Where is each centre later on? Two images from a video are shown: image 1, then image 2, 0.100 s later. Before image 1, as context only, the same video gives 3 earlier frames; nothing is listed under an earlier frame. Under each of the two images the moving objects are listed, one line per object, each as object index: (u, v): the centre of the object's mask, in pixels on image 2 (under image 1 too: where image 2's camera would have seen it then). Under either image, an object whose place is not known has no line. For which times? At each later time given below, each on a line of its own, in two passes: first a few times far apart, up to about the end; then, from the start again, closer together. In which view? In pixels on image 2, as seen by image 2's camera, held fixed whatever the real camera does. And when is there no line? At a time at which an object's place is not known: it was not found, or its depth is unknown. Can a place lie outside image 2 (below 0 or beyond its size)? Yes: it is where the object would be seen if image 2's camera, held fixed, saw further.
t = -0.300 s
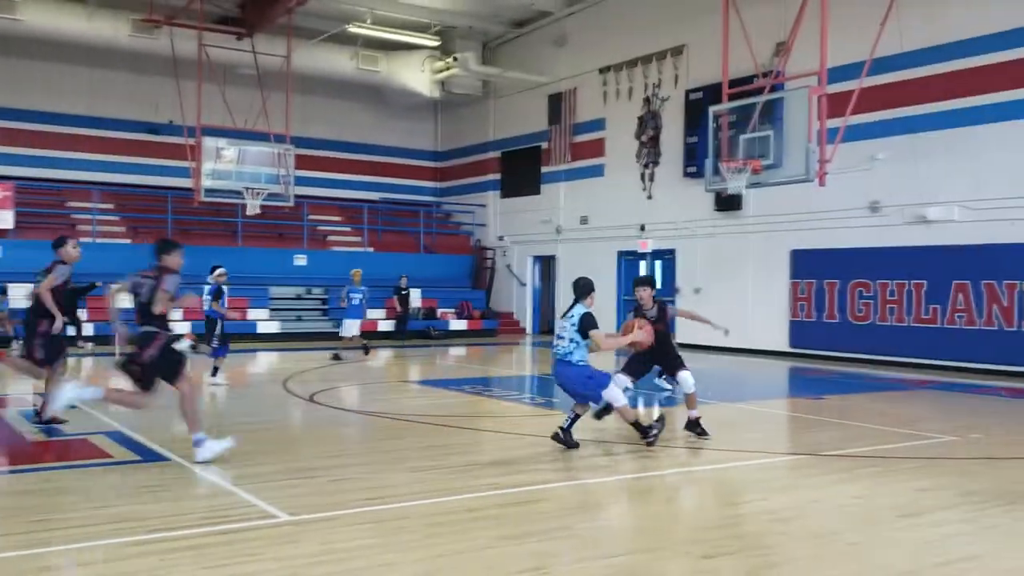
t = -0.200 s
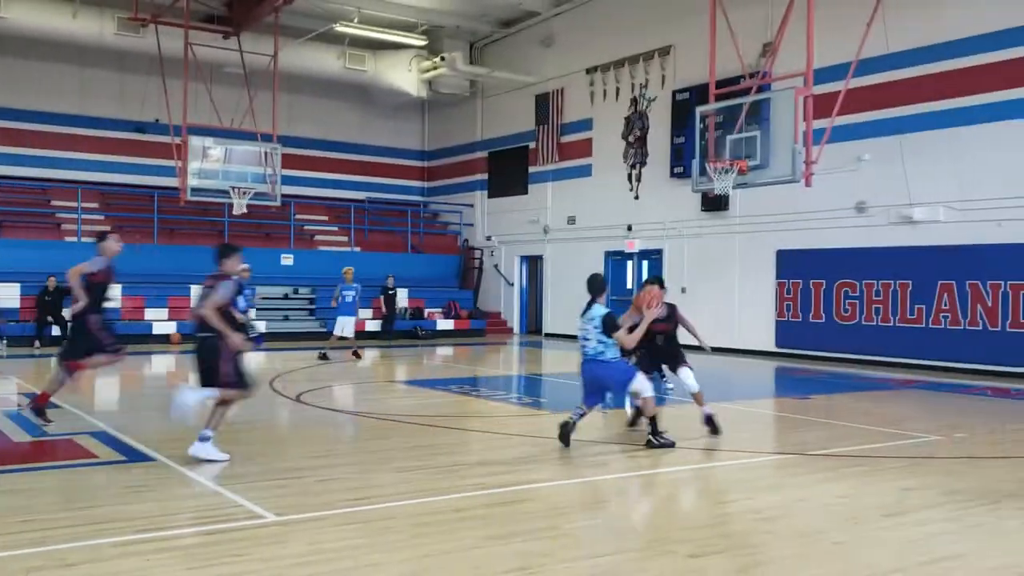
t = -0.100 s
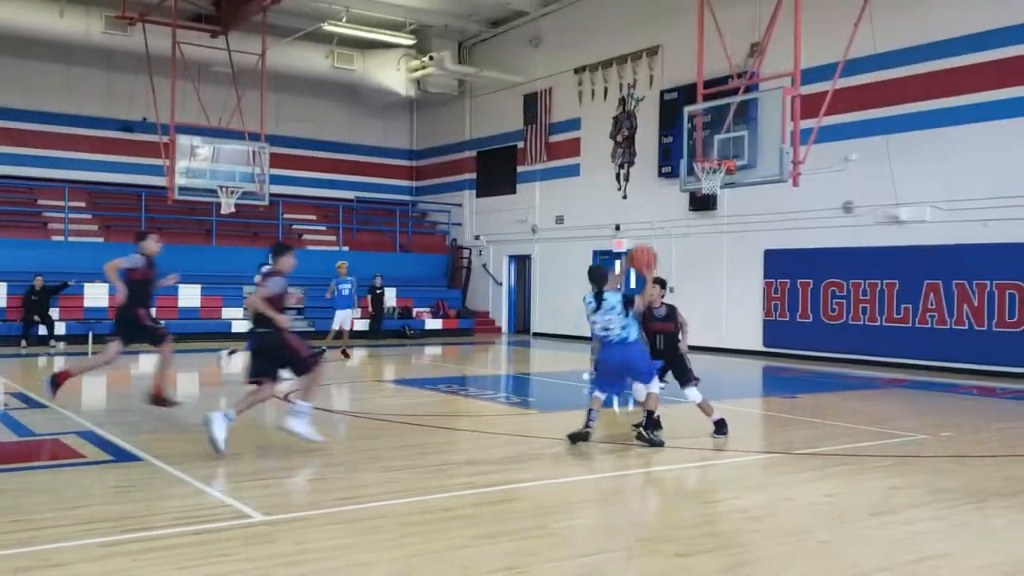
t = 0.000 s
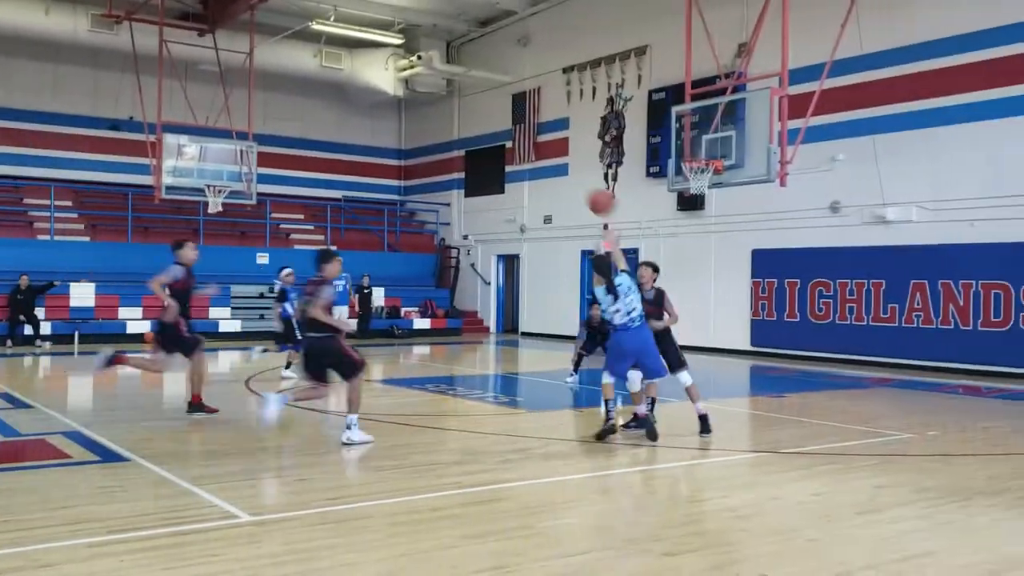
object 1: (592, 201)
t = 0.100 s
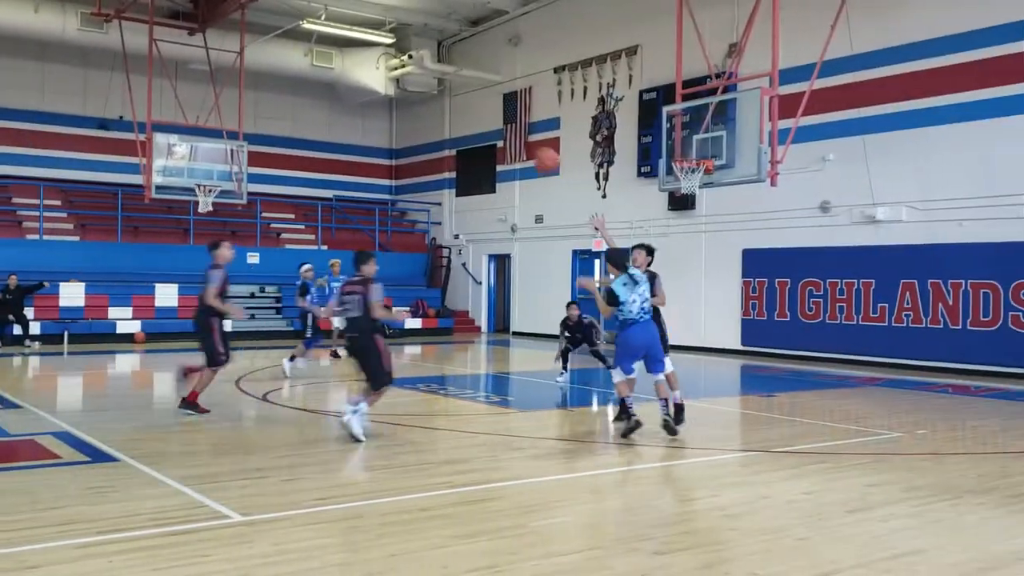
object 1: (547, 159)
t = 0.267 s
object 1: (481, 126)
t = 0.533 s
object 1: (403, 129)
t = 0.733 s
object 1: (361, 162)
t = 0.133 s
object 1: (533, 150)
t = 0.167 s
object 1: (519, 142)
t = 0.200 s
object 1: (505, 135)
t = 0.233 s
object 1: (492, 130)
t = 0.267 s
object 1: (481, 126)
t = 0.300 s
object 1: (469, 124)
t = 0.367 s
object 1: (448, 120)
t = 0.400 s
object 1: (438, 121)
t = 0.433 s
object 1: (429, 122)
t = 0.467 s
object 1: (420, 123)
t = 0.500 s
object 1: (411, 125)
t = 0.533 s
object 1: (403, 129)
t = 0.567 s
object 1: (395, 132)
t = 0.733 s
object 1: (361, 162)
